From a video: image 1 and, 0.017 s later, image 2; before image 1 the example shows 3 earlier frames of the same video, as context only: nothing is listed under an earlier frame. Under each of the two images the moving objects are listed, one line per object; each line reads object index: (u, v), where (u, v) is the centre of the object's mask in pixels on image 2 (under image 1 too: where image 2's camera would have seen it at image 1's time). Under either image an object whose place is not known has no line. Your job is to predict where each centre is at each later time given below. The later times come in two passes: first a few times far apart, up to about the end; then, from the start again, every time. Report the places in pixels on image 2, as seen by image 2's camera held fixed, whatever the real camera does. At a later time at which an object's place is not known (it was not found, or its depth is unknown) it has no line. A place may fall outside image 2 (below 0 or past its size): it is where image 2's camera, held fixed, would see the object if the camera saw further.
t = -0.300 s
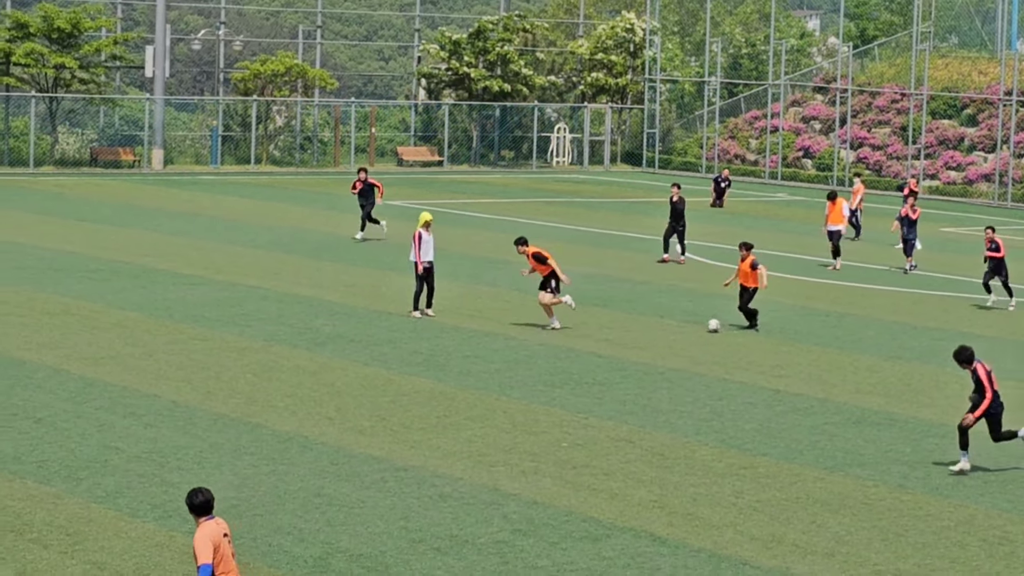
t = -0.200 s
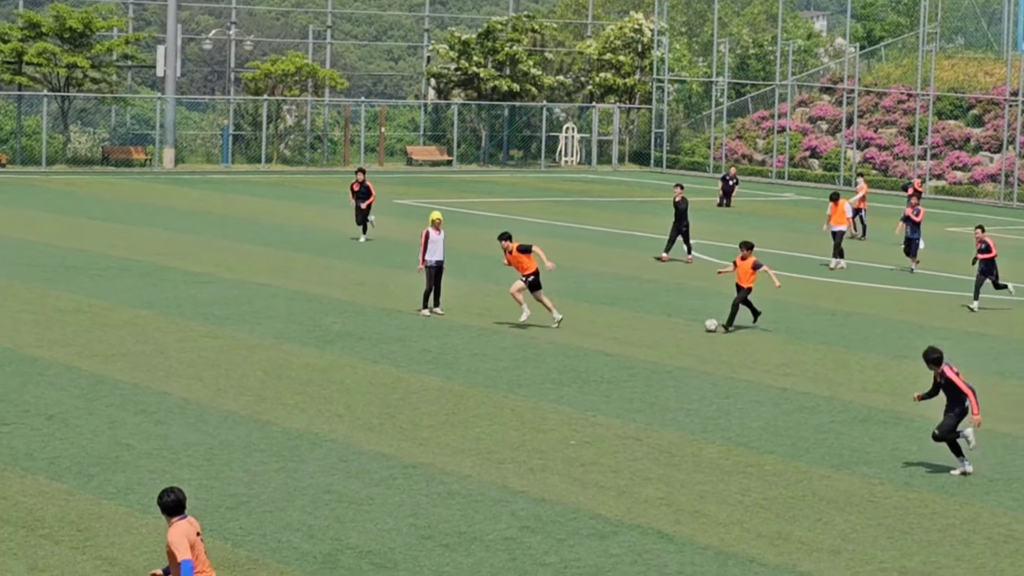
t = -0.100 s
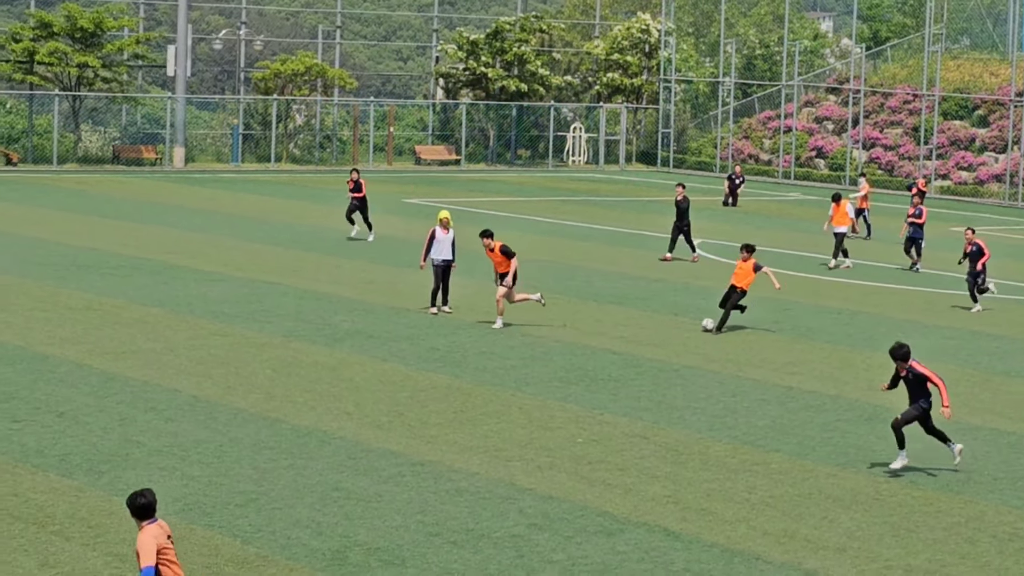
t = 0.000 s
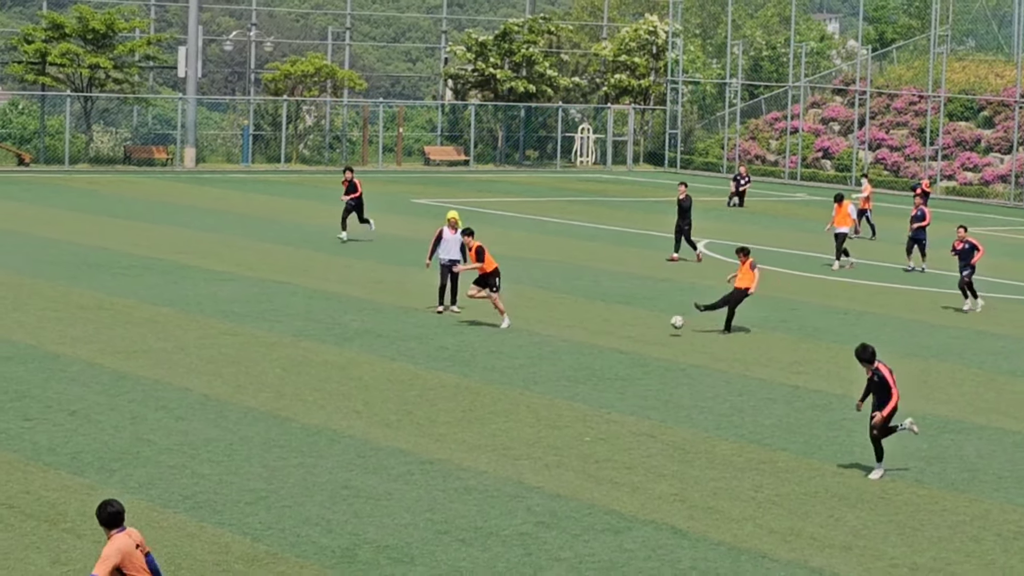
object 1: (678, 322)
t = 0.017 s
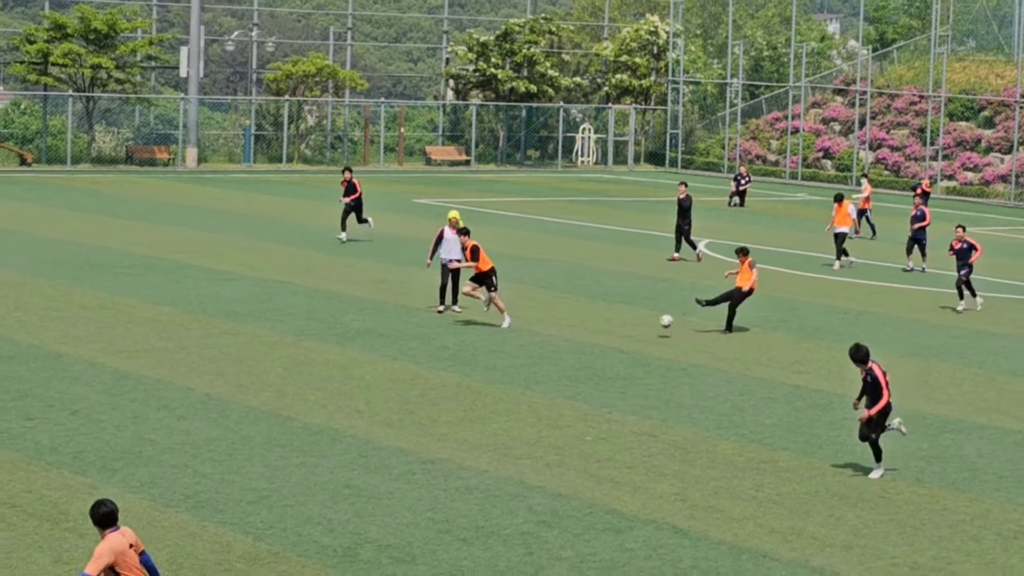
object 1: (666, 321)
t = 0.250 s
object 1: (487, 338)
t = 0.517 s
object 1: (282, 378)
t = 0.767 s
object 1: (92, 413)
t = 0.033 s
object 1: (653, 320)
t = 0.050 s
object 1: (642, 320)
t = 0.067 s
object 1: (629, 320)
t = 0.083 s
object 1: (616, 321)
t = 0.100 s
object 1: (603, 321)
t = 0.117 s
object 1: (590, 322)
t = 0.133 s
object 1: (578, 323)
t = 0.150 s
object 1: (565, 324)
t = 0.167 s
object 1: (552, 326)
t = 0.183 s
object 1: (539, 327)
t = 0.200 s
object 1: (526, 330)
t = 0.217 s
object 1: (513, 332)
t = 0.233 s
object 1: (500, 335)
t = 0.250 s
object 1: (487, 338)
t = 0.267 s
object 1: (473, 341)
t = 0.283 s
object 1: (460, 345)
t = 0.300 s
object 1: (446, 349)
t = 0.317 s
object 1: (433, 353)
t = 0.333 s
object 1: (419, 358)
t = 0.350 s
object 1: (405, 362)
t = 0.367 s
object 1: (391, 368)
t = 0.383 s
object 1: (376, 373)
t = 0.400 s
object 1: (362, 380)
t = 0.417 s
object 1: (350, 382)
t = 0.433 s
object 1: (339, 380)
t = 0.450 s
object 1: (327, 379)
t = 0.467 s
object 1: (317, 378)
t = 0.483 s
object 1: (305, 378)
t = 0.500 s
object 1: (293, 378)
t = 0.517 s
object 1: (282, 378)
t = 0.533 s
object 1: (270, 378)
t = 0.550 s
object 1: (258, 378)
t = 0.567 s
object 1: (246, 379)
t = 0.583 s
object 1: (234, 381)
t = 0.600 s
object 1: (222, 382)
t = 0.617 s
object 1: (210, 384)
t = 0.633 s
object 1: (197, 386)
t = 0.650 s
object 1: (185, 388)
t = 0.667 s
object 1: (172, 391)
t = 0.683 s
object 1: (159, 394)
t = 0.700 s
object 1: (146, 397)
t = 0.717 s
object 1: (133, 401)
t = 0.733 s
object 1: (120, 405)
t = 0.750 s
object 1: (106, 409)
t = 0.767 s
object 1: (92, 413)
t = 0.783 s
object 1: (78, 418)
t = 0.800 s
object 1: (64, 424)
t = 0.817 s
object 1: (50, 430)
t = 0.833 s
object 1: (36, 436)
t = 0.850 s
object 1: (21, 443)
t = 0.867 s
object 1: (6, 449)
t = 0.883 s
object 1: (-5, 449)
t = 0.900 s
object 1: (-16, 446)
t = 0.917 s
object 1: (-28, 443)
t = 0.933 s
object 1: (-39, 442)
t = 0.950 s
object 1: (-50, 441)
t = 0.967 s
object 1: (-62, 440)
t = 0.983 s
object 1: (-73, 440)
